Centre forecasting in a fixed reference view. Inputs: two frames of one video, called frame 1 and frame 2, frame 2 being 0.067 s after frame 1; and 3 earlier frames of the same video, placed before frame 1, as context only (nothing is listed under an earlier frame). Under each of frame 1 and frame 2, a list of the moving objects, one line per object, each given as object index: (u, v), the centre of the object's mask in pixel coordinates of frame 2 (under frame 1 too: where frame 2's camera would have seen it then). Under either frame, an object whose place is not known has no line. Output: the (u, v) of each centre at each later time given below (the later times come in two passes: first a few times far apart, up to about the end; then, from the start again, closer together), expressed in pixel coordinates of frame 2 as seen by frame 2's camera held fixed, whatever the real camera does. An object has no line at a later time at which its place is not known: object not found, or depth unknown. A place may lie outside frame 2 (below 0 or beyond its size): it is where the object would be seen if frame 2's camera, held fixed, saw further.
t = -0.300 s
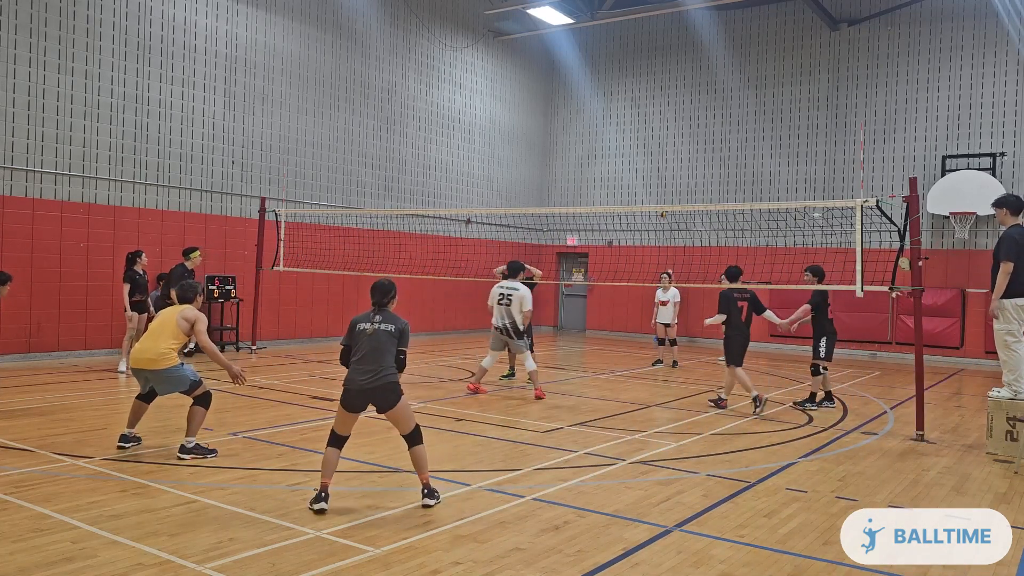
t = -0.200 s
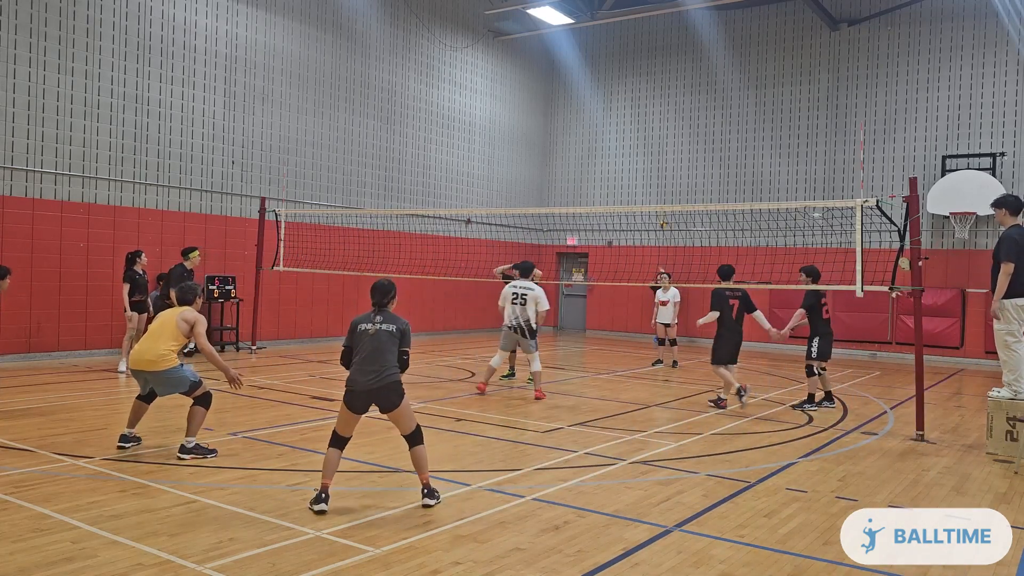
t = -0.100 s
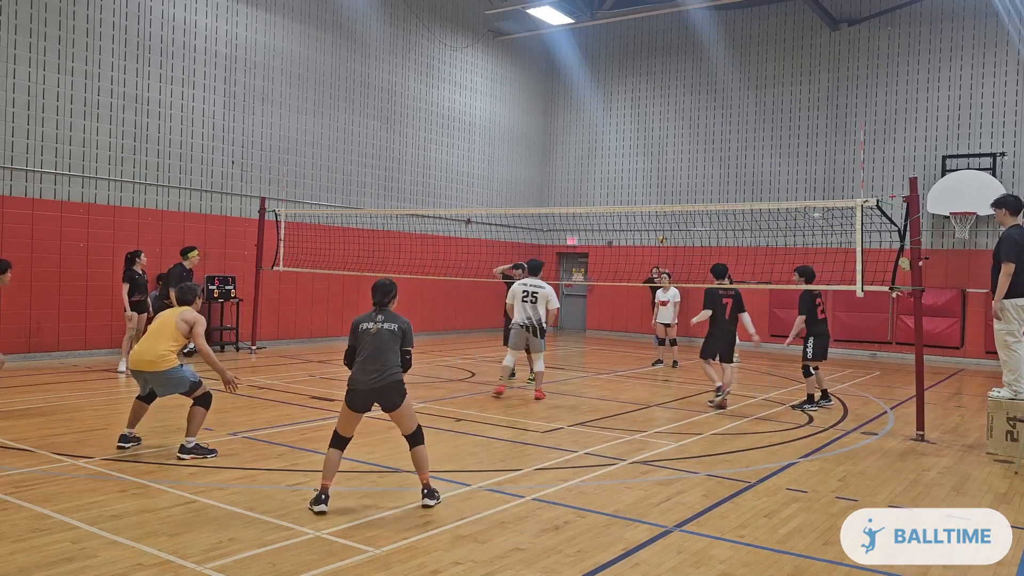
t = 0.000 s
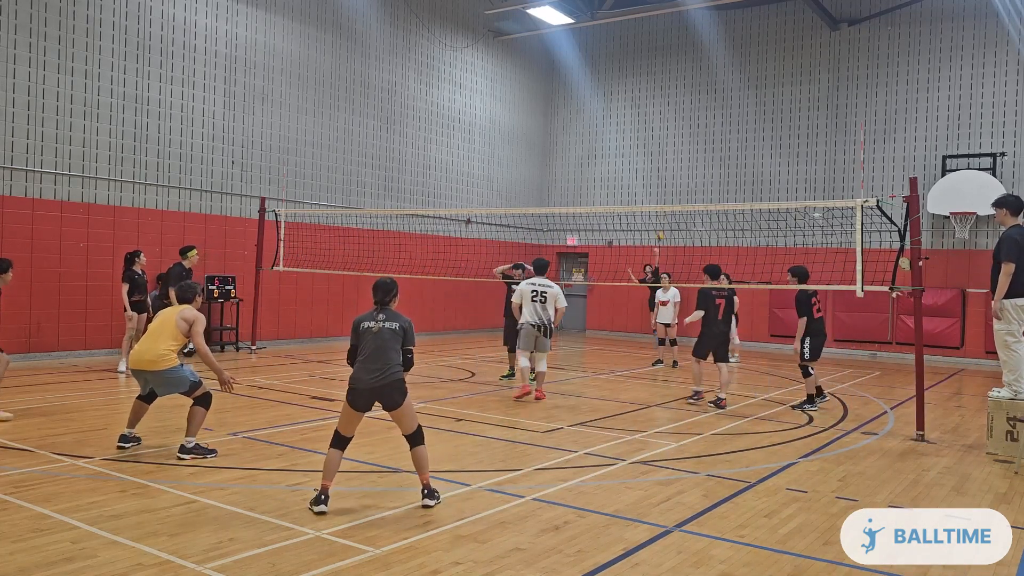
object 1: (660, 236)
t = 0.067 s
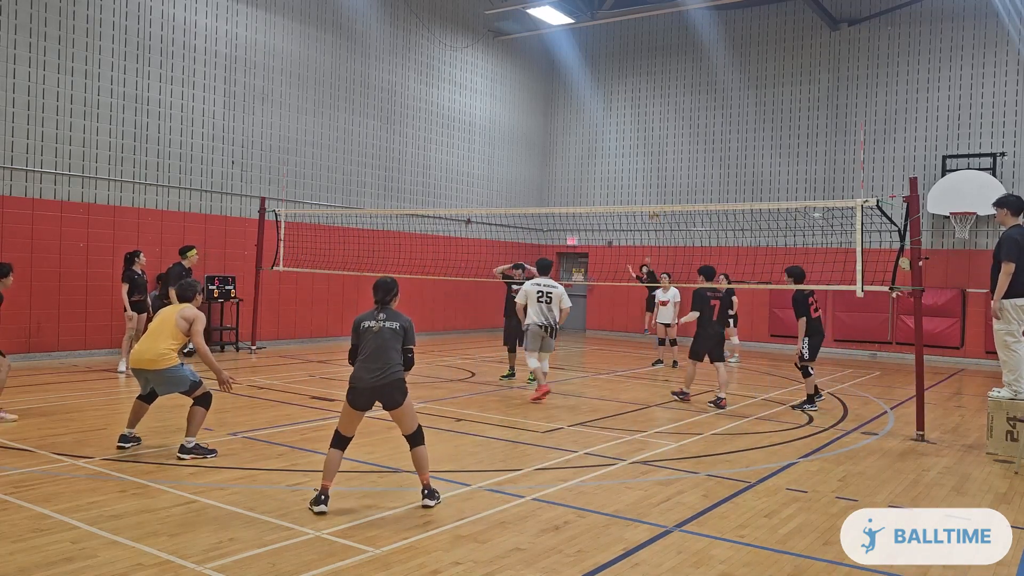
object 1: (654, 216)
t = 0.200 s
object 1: (644, 171)
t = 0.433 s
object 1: (621, 102)
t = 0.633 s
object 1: (598, 56)
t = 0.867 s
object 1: (564, 26)
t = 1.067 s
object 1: (522, 35)
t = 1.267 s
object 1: (460, 104)
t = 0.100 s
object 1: (652, 201)
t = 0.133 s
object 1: (650, 193)
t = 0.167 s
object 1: (646, 182)
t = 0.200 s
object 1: (644, 171)
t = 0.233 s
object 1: (640, 161)
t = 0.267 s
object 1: (637, 150)
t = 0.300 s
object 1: (635, 140)
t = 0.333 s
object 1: (631, 131)
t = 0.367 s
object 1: (628, 121)
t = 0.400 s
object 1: (625, 111)
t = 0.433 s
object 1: (621, 102)
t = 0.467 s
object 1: (617, 94)
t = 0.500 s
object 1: (614, 84)
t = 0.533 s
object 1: (610, 77)
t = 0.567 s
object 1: (606, 69)
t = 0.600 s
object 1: (602, 62)
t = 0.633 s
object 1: (598, 56)
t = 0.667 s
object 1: (594, 50)
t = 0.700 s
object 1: (589, 44)
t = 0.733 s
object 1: (585, 38)
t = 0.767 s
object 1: (580, 34)
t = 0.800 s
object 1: (575, 30)
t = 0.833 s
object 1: (570, 28)
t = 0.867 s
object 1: (564, 26)
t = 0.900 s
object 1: (557, 25)
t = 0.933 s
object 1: (551, 26)
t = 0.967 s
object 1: (544, 26)
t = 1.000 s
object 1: (537, 28)
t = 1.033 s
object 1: (530, 31)
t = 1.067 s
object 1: (522, 35)
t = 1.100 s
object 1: (513, 41)
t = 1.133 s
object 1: (504, 50)
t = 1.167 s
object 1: (494, 59)
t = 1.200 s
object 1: (483, 72)
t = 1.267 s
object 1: (460, 104)
